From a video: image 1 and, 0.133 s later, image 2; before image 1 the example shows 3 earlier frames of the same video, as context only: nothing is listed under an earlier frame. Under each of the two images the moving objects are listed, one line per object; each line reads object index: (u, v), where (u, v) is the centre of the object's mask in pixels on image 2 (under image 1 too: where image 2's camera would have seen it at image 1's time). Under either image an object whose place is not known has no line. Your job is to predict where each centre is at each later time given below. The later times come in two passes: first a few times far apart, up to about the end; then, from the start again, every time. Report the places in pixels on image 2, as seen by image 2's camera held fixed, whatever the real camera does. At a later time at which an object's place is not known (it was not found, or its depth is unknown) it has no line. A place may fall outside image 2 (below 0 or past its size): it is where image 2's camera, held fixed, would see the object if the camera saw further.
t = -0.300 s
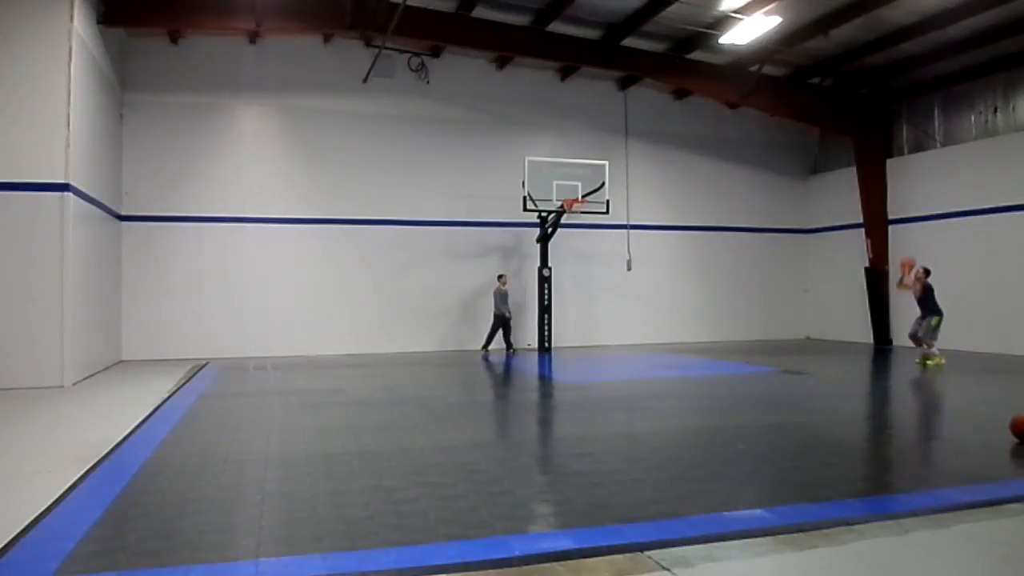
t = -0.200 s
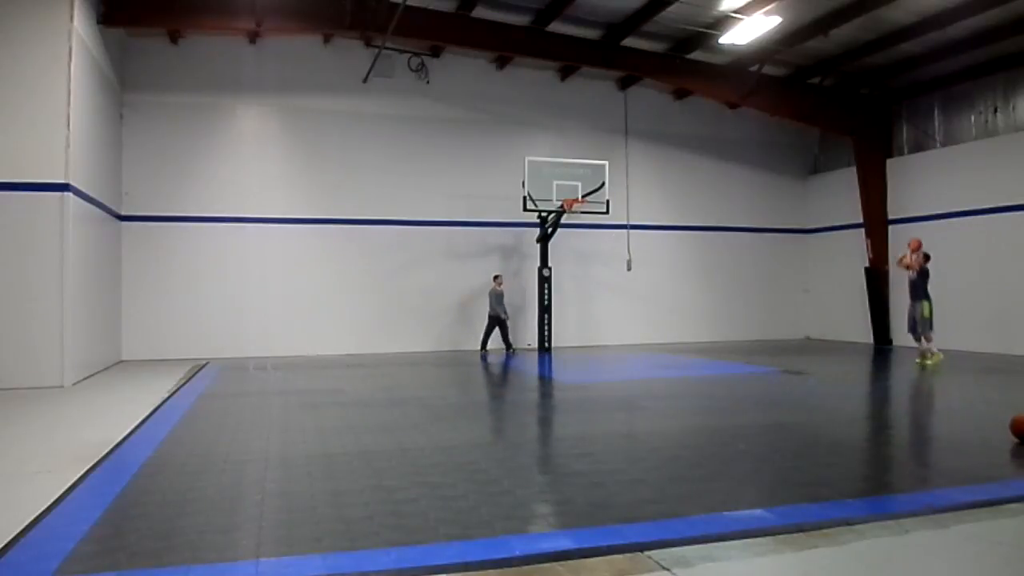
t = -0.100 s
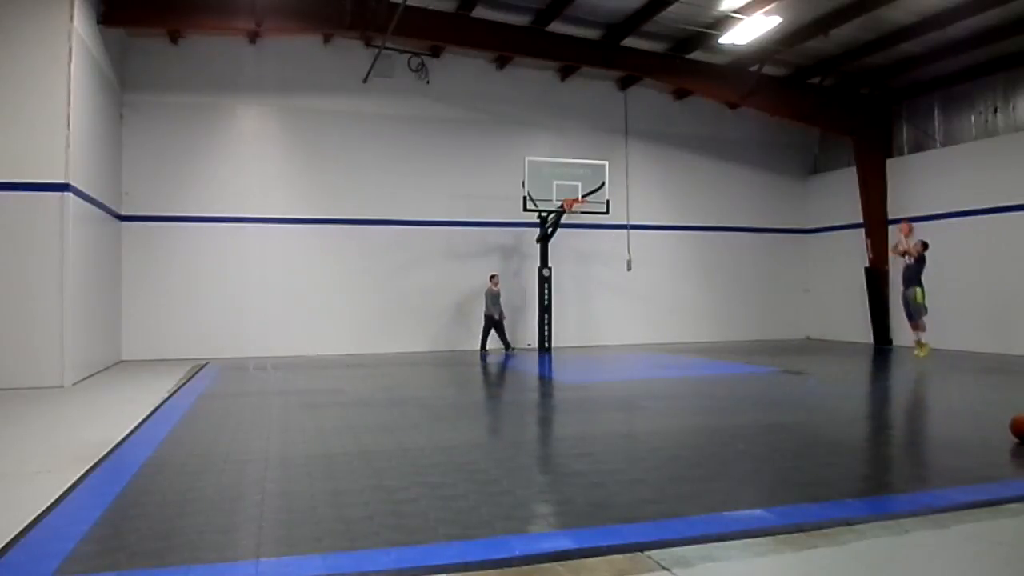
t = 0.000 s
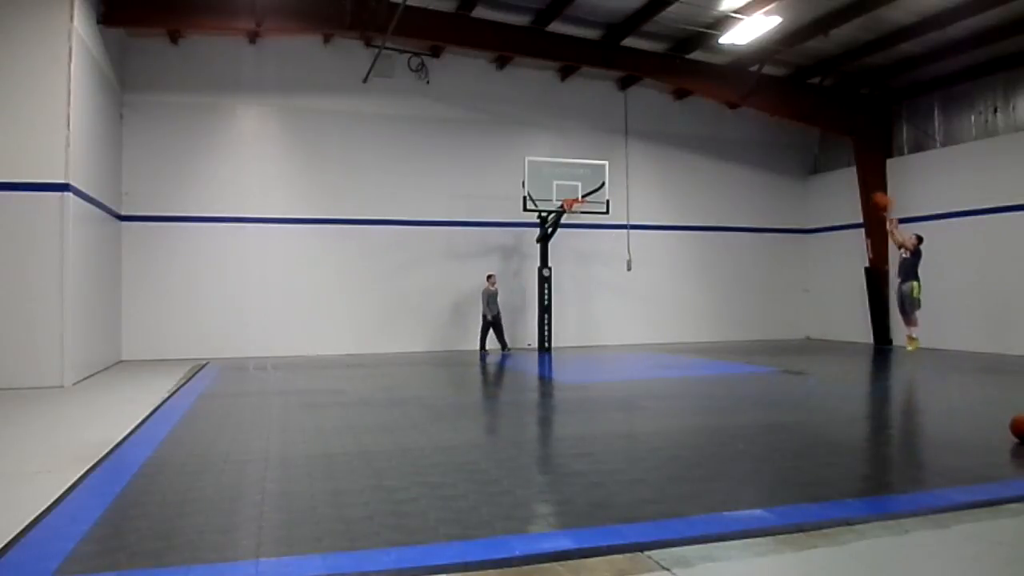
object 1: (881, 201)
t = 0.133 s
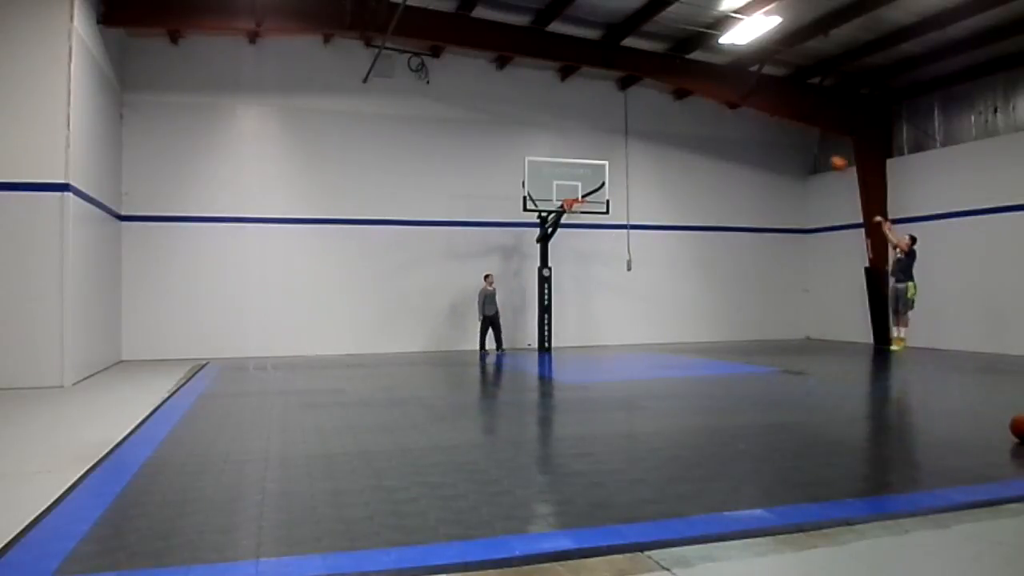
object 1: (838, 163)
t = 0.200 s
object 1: (817, 149)
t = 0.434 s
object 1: (749, 120)
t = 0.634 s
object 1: (695, 121)
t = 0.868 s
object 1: (634, 147)
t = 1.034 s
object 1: (594, 180)
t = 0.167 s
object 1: (827, 156)
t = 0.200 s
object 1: (817, 149)
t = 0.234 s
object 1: (807, 144)
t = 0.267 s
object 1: (797, 138)
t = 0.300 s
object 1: (787, 133)
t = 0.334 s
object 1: (777, 129)
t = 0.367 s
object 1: (768, 125)
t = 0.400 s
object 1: (758, 122)
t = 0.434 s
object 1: (749, 120)
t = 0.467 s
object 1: (740, 119)
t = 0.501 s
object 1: (731, 118)
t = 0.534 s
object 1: (722, 118)
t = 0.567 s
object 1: (713, 119)
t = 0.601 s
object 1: (704, 120)
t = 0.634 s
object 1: (695, 121)
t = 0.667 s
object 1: (686, 123)
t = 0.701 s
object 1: (677, 126)
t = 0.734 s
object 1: (669, 129)
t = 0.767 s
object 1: (660, 133)
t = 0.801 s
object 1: (652, 136)
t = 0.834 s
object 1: (645, 141)
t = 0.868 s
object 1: (634, 147)
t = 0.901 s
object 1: (626, 153)
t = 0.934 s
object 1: (618, 159)
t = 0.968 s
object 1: (610, 165)
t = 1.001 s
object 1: (602, 172)
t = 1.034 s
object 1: (594, 180)
